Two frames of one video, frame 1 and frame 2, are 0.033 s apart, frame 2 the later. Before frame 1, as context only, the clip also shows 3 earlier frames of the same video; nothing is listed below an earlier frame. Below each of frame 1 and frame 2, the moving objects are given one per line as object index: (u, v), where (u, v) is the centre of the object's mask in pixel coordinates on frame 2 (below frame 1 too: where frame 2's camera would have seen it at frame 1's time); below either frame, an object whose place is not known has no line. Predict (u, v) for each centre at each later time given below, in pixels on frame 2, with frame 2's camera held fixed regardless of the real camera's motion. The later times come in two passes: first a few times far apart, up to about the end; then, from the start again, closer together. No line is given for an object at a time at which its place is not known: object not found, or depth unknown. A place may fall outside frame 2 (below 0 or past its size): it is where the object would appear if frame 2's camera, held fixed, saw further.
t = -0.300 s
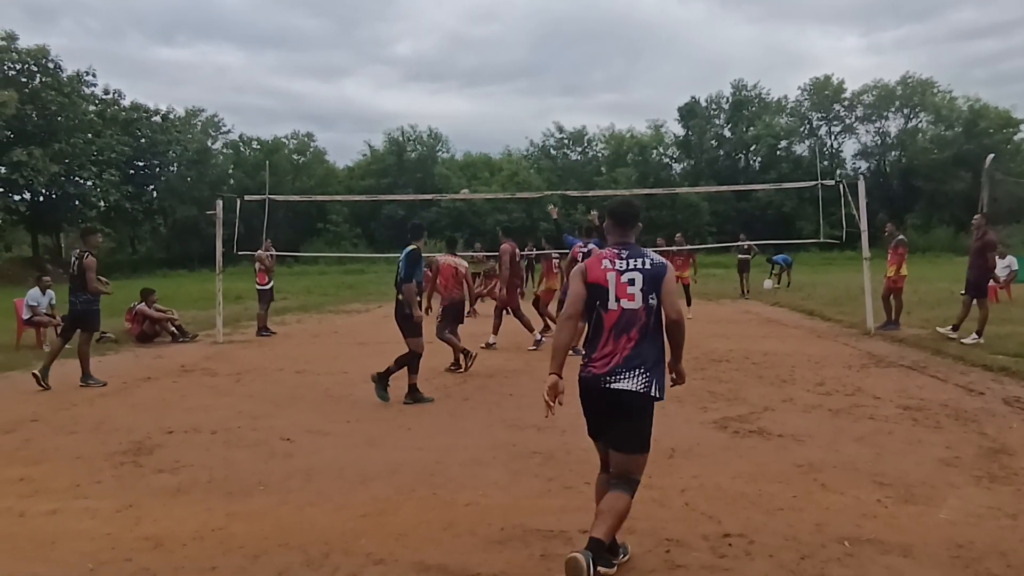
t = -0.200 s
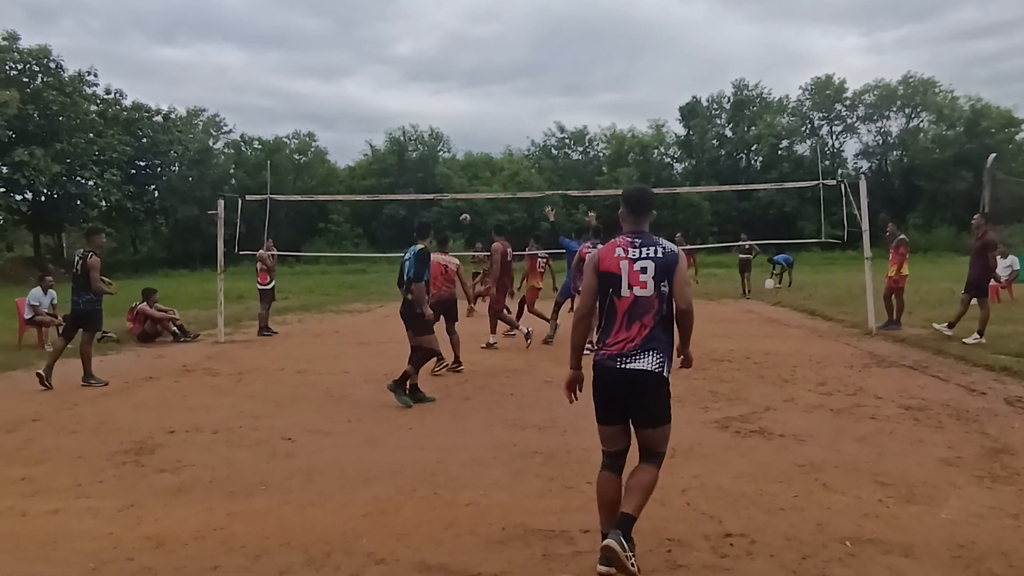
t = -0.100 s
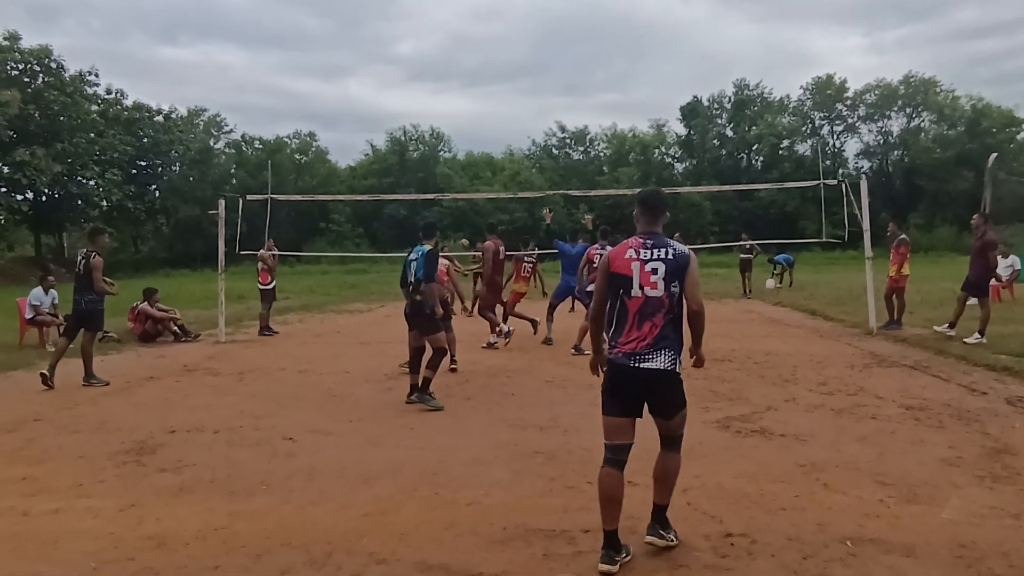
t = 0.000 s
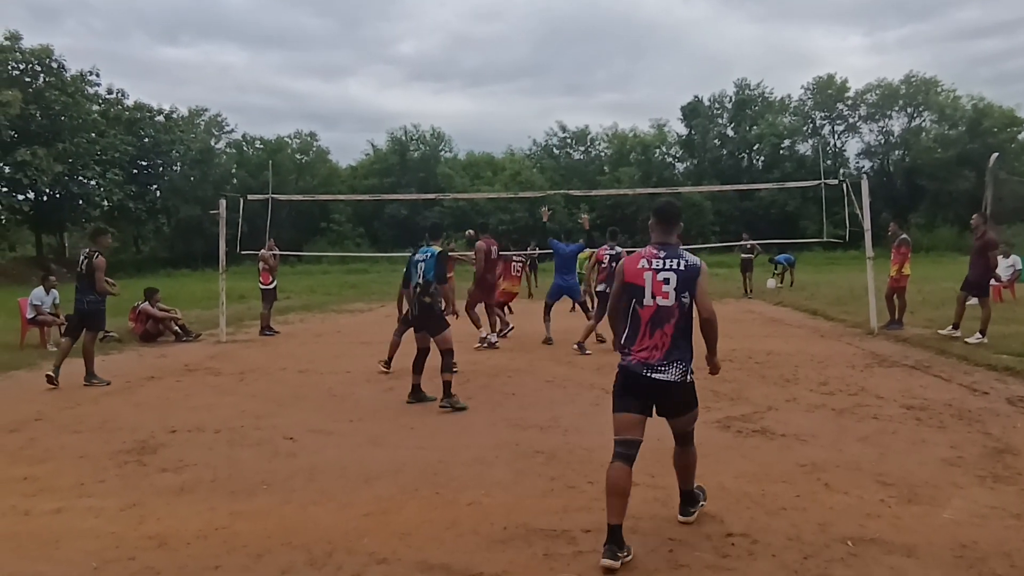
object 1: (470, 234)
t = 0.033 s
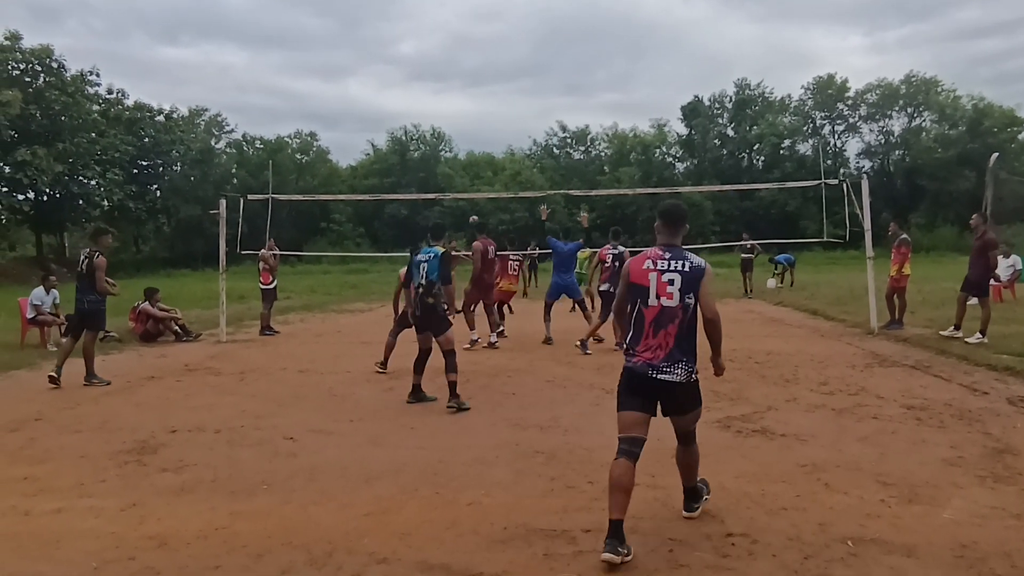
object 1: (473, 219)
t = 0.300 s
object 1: (506, 124)
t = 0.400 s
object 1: (518, 95)
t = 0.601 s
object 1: (541, 47)
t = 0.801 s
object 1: (566, 15)
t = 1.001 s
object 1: (591, 6)
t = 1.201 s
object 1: (619, 13)
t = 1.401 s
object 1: (647, 48)
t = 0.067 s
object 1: (478, 206)
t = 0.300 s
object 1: (506, 124)
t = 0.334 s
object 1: (510, 114)
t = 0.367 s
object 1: (514, 104)
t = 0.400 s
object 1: (518, 95)
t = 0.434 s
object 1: (521, 86)
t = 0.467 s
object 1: (525, 77)
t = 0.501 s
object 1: (529, 69)
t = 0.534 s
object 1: (533, 61)
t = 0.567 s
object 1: (537, 53)
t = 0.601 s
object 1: (541, 47)
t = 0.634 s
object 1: (545, 40)
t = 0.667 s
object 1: (549, 34)
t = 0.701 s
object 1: (553, 29)
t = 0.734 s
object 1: (557, 24)
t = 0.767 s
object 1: (561, 19)
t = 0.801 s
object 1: (566, 15)
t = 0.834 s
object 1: (570, 12)
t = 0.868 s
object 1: (574, 9)
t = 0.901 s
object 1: (578, 7)
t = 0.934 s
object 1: (583, 6)
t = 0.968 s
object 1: (587, 6)
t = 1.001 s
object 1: (591, 6)
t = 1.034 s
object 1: (596, 6)
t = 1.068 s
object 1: (600, 6)
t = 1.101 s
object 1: (605, 7)
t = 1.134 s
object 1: (609, 8)
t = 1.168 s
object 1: (614, 10)
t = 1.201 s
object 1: (619, 13)
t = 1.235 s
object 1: (623, 17)
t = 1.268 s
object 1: (628, 22)
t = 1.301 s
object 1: (633, 27)
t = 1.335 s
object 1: (637, 34)
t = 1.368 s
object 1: (642, 40)
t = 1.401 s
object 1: (647, 48)
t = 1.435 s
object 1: (652, 56)
